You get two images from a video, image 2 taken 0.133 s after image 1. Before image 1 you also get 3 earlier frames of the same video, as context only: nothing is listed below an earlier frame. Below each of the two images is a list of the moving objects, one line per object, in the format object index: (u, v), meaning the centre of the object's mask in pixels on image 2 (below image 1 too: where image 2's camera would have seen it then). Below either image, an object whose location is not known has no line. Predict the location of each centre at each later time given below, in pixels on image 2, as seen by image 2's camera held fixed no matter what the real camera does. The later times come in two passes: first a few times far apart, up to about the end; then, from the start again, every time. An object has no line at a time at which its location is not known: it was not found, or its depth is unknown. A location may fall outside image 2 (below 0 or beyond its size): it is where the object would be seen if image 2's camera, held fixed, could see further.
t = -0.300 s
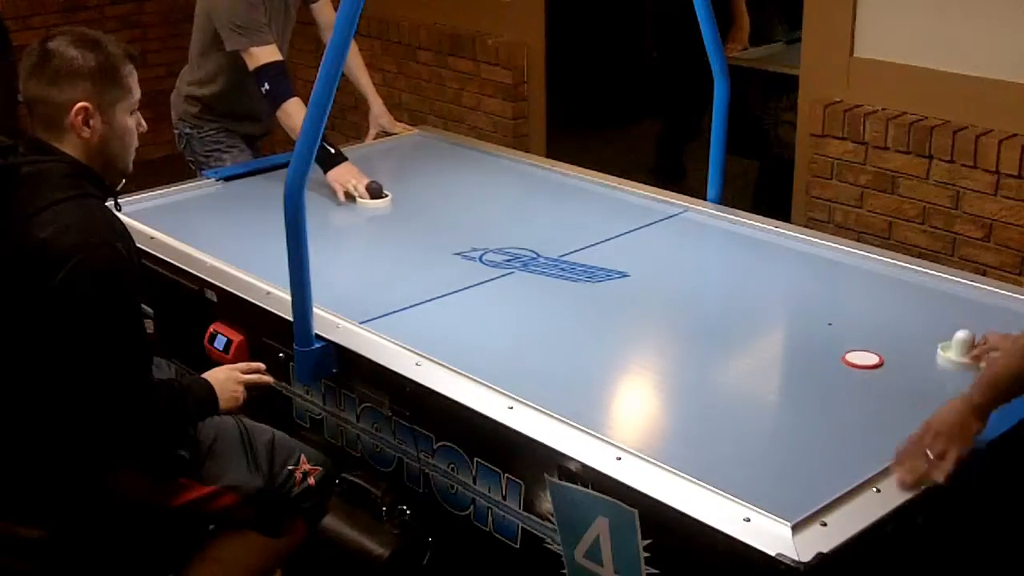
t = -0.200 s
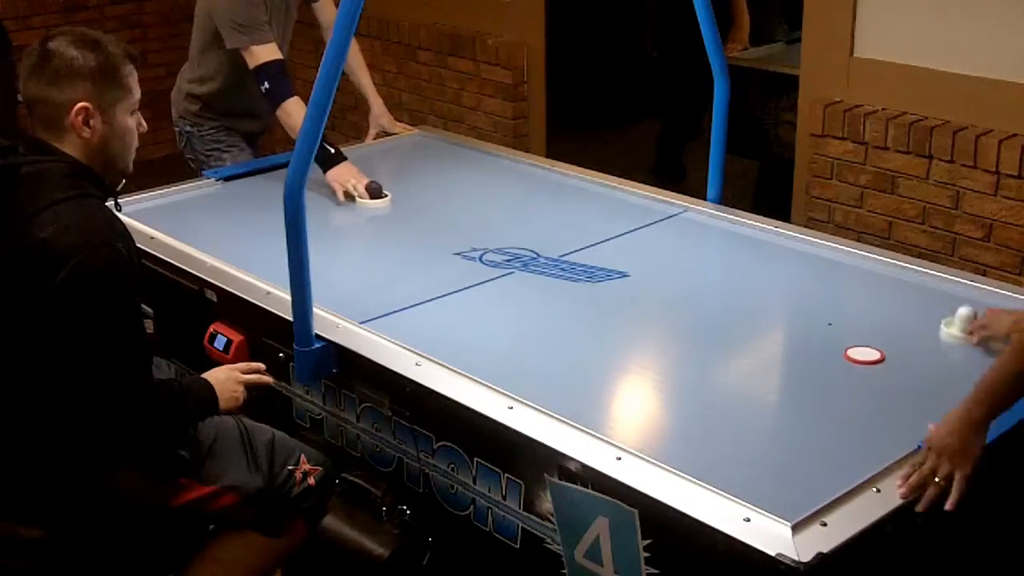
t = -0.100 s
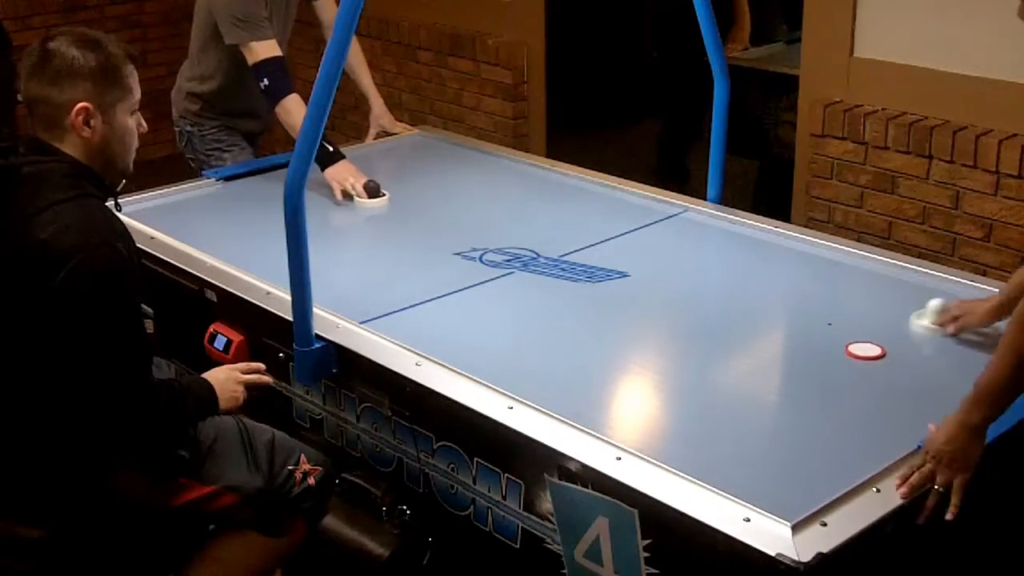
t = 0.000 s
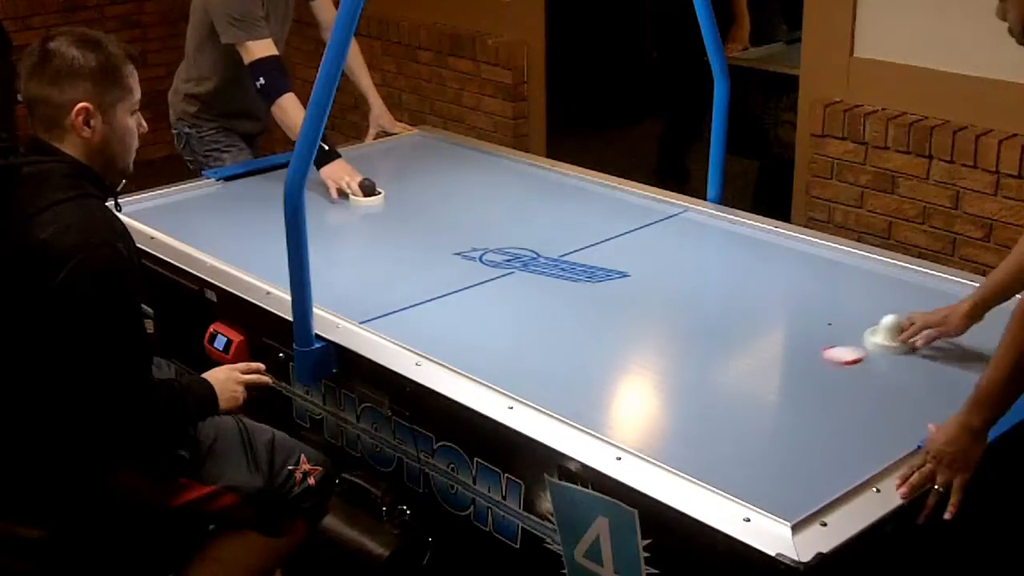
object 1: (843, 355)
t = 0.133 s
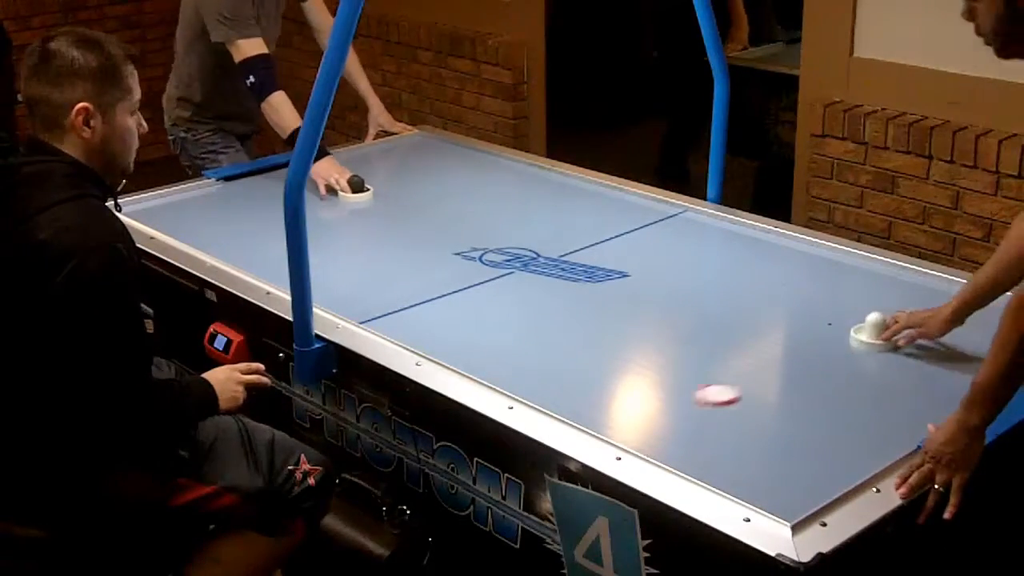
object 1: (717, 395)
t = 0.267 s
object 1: (618, 425)
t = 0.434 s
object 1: (734, 371)
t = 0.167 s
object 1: (684, 405)
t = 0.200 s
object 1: (652, 417)
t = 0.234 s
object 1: (611, 428)
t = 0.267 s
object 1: (618, 425)
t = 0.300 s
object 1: (644, 412)
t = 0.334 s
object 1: (669, 401)
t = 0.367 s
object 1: (689, 391)
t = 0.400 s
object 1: (712, 381)
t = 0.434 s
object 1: (734, 371)
